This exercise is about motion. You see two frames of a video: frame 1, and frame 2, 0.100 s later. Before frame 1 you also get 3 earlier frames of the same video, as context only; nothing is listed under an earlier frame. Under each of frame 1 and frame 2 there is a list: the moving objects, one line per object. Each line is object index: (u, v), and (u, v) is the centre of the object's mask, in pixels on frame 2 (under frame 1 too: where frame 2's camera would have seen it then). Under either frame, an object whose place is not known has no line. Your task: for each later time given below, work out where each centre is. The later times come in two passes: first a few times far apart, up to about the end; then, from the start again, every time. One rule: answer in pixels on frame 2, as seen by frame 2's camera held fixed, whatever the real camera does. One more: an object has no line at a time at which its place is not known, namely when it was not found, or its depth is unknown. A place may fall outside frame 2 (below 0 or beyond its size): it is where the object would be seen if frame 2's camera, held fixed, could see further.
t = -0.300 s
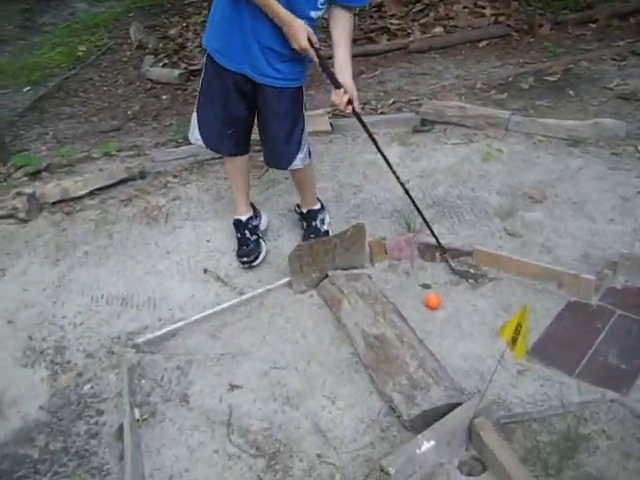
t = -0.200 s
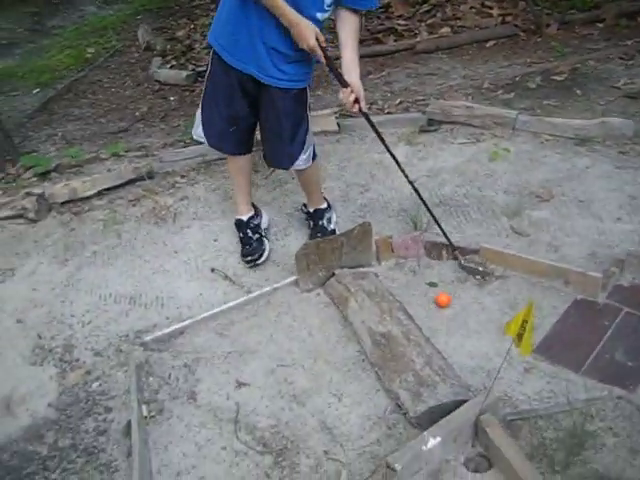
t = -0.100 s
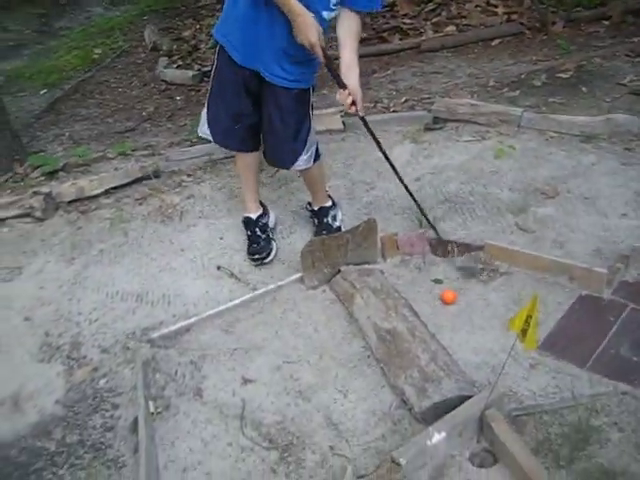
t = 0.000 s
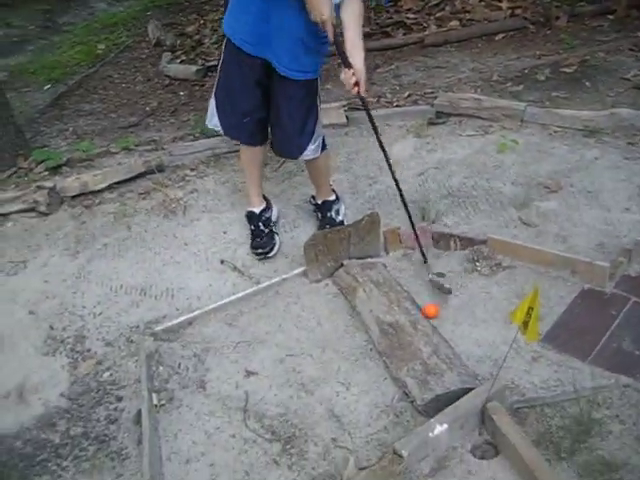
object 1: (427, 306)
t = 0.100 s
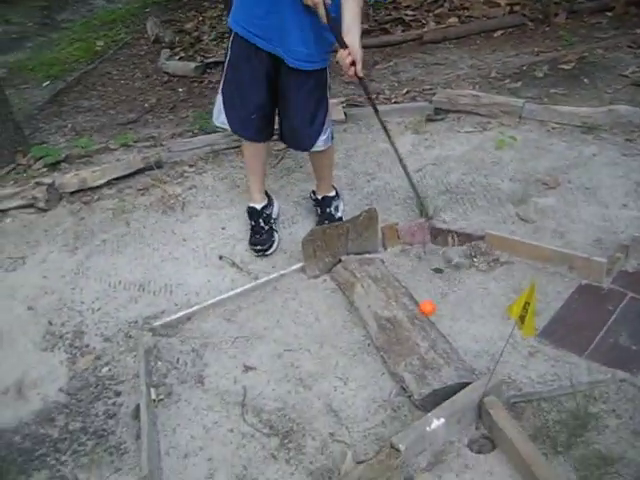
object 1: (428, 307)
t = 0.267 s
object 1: (413, 360)
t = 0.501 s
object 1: (351, 450)
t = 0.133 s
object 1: (427, 314)
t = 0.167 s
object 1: (425, 325)
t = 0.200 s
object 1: (424, 339)
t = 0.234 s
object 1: (422, 353)
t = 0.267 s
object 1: (413, 360)
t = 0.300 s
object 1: (404, 370)
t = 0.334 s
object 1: (397, 384)
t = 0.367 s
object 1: (388, 402)
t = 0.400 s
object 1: (379, 422)
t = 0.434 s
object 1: (370, 436)
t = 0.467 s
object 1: (361, 441)
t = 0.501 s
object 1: (351, 450)
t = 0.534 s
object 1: (341, 460)
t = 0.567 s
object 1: (330, 470)
